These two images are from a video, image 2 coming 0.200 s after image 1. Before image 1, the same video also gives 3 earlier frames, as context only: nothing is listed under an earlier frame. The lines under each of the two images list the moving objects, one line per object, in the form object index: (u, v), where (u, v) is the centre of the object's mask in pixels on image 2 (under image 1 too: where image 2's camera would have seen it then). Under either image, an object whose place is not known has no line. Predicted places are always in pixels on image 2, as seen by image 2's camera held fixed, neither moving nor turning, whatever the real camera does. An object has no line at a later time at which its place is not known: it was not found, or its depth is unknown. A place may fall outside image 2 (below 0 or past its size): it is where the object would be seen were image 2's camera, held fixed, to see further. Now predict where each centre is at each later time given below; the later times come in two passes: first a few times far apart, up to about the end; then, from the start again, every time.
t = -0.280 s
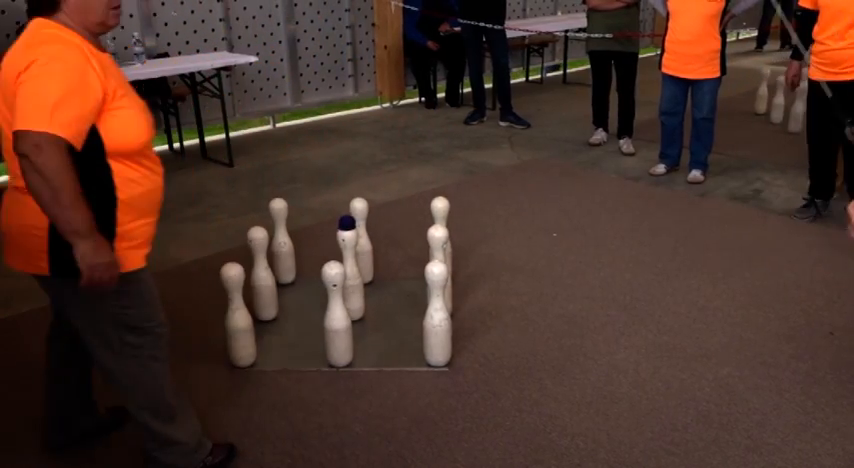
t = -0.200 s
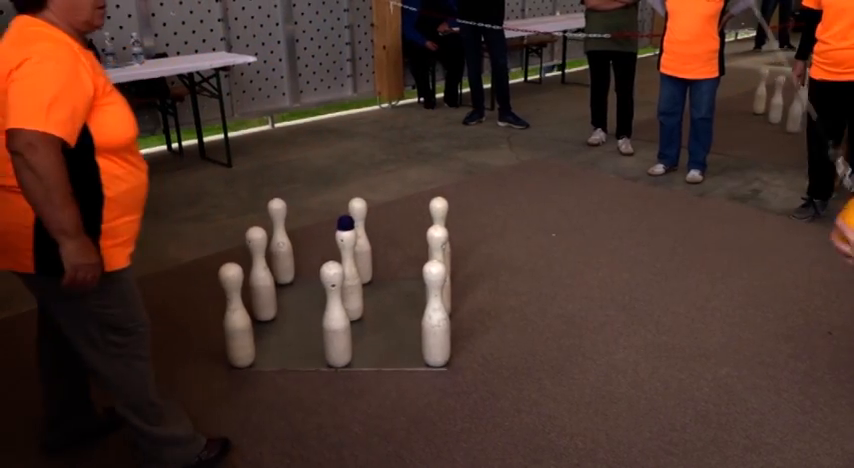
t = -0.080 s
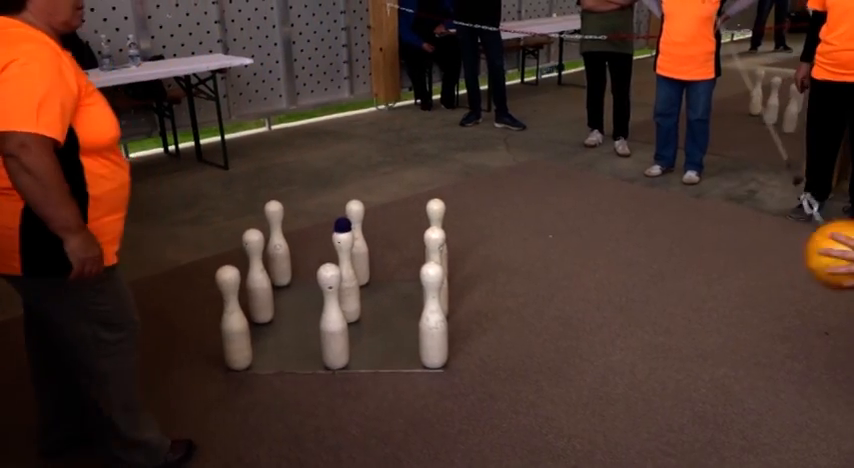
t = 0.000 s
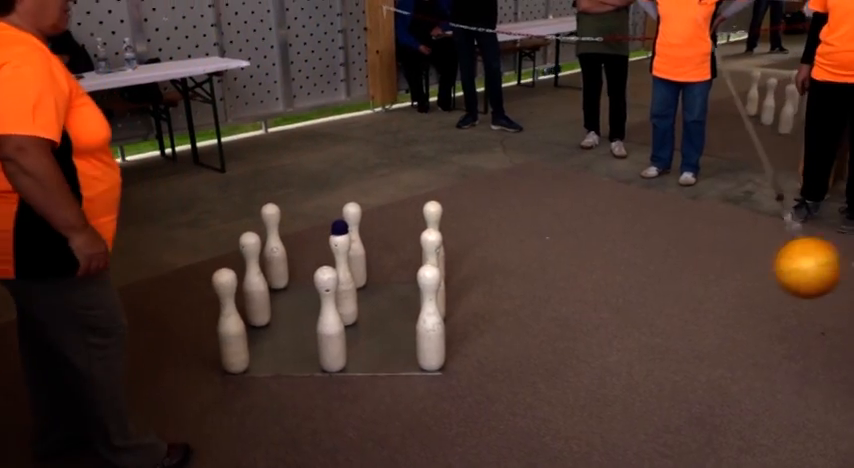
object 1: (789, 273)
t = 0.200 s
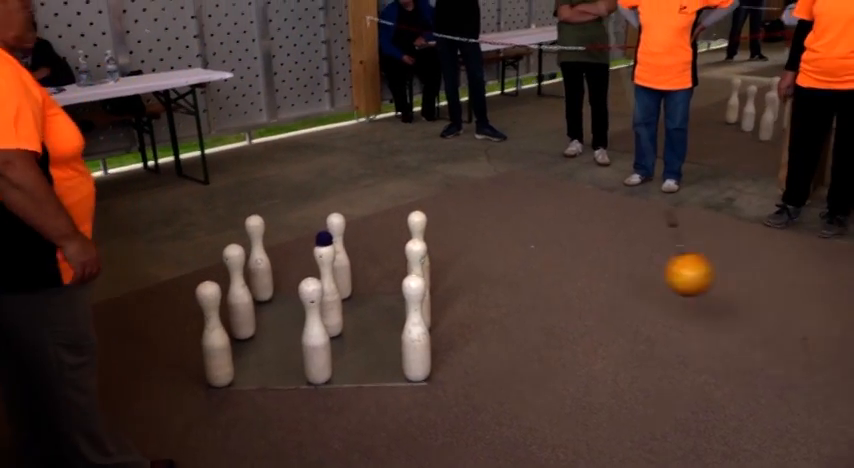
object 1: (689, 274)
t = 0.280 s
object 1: (647, 264)
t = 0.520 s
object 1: (531, 209)
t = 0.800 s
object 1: (421, 124)
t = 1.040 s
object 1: (346, 65)
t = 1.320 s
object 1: (279, 39)
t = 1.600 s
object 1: (235, 77)
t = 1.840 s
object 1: (229, 156)
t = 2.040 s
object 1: (270, 238)
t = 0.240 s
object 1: (667, 270)
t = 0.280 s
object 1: (647, 264)
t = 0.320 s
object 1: (626, 257)
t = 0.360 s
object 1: (606, 249)
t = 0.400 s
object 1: (587, 240)
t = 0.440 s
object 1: (567, 230)
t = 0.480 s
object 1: (549, 220)
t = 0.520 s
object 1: (531, 209)
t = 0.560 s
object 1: (513, 197)
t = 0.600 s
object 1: (497, 185)
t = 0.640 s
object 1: (481, 171)
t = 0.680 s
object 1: (465, 160)
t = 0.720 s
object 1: (449, 148)
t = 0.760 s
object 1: (435, 136)
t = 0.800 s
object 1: (421, 124)
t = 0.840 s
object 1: (407, 112)
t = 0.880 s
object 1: (393, 102)
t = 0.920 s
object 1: (381, 91)
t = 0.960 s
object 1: (369, 81)
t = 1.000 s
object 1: (357, 72)
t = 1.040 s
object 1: (346, 65)
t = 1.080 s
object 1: (334, 58)
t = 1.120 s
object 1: (324, 51)
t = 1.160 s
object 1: (314, 46)
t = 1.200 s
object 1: (305, 43)
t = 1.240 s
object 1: (296, 41)
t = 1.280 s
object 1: (287, 39)
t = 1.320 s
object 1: (279, 39)
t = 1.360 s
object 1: (271, 40)
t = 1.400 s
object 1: (263, 43)
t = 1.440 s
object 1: (257, 47)
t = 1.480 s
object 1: (249, 54)
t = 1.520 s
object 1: (244, 60)
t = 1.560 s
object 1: (240, 68)
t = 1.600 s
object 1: (235, 77)
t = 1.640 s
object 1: (232, 88)
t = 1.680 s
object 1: (229, 100)
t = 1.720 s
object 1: (228, 112)
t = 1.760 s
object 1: (227, 126)
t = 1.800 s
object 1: (228, 140)
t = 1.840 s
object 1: (229, 156)
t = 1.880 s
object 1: (231, 172)
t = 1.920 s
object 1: (235, 188)
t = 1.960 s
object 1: (241, 204)
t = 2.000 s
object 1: (244, 218)
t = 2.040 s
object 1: (270, 238)
